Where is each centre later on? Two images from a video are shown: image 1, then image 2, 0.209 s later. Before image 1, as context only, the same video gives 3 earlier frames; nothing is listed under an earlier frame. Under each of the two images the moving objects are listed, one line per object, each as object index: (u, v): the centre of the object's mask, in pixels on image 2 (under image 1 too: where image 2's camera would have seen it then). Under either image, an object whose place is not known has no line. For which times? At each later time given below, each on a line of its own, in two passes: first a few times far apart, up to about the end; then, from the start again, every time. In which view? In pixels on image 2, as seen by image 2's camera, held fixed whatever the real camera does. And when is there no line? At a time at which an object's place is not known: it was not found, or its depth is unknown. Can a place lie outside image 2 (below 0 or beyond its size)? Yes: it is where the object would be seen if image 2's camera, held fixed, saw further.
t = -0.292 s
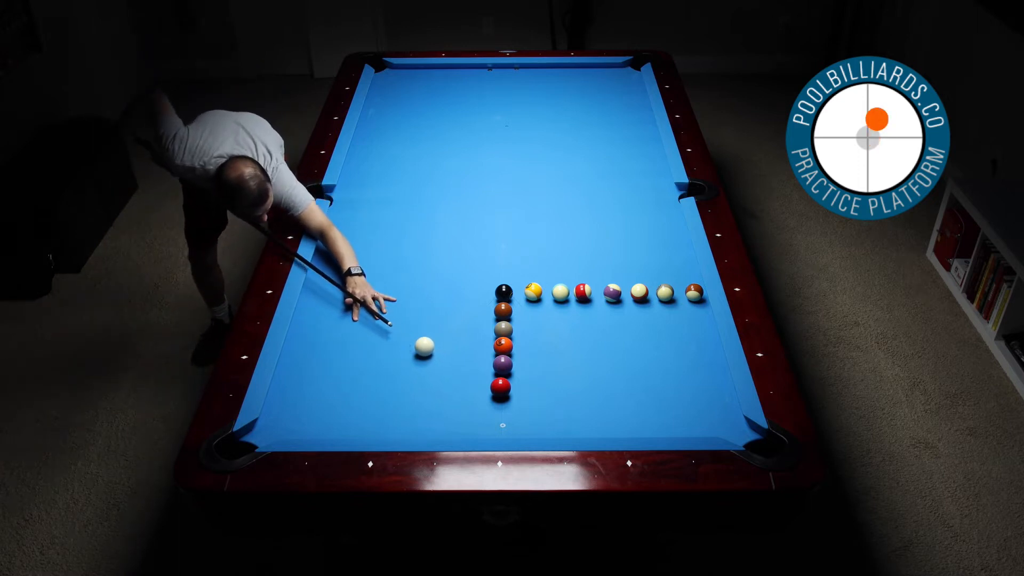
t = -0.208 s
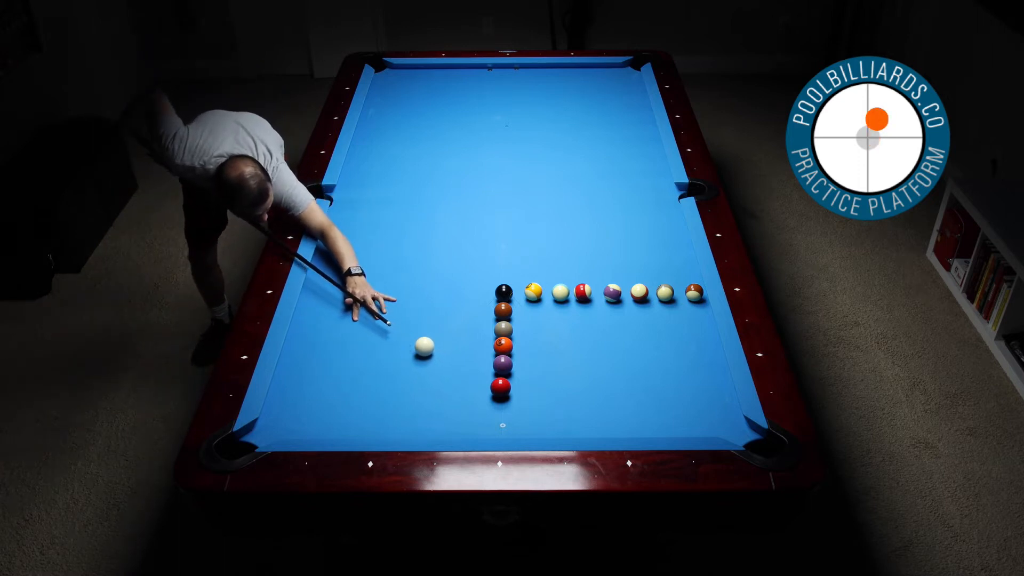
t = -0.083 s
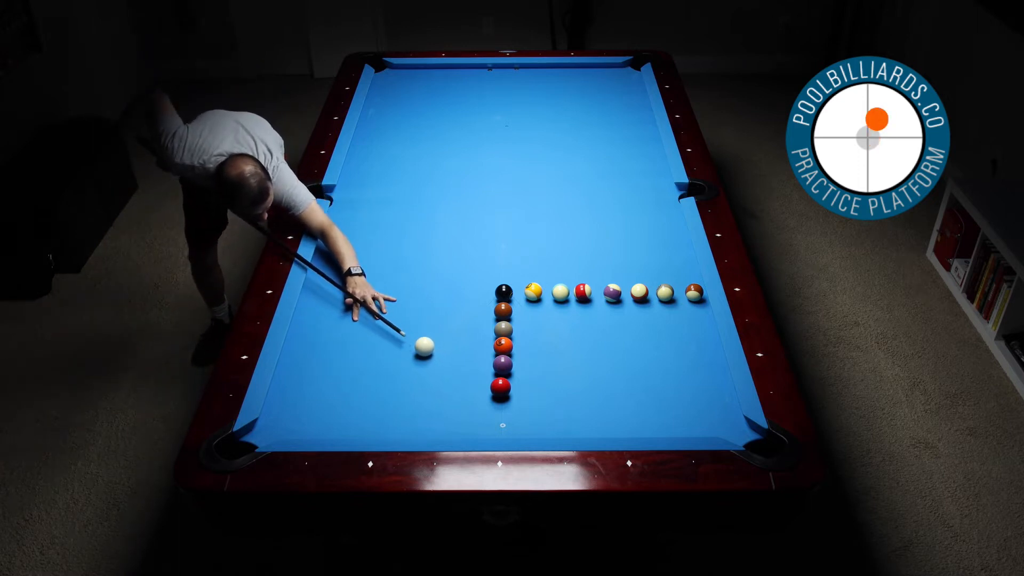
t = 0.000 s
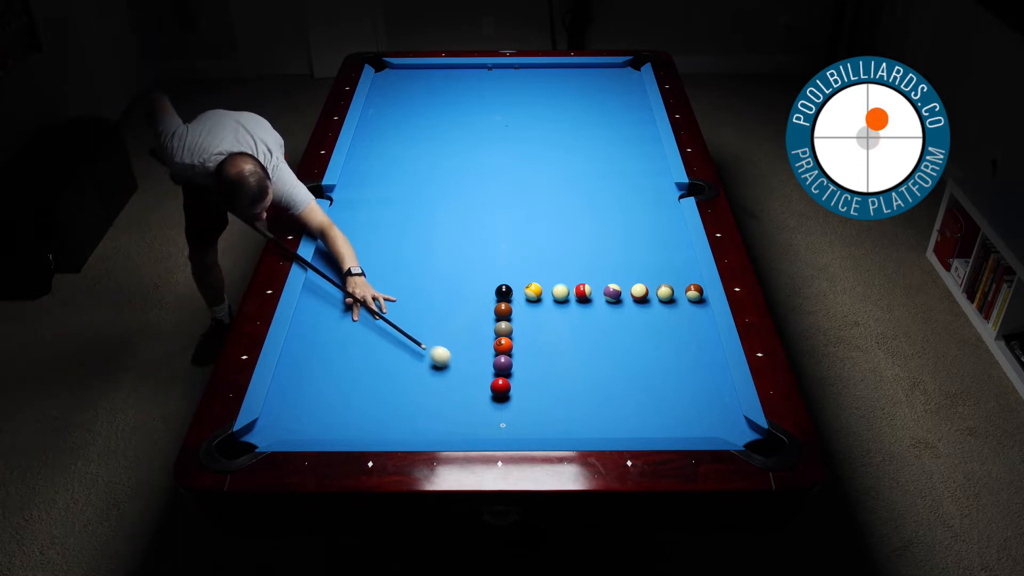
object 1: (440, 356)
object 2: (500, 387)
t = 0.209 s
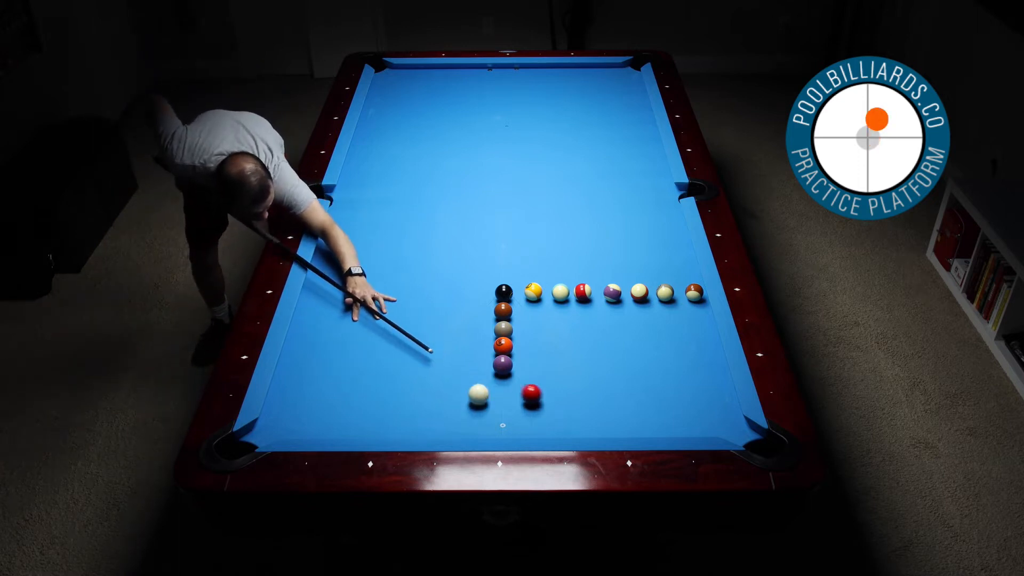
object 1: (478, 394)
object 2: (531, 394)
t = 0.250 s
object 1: (479, 400)
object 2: (543, 396)
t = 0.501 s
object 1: (481, 430)
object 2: (609, 410)
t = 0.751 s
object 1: (471, 414)
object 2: (676, 424)
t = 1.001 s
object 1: (461, 398)
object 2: (733, 426)
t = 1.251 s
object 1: (453, 383)
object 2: (740, 435)
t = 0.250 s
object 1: (479, 400)
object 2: (543, 396)
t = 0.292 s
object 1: (479, 406)
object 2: (554, 398)
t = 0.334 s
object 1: (480, 411)
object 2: (565, 401)
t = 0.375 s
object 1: (480, 417)
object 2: (576, 403)
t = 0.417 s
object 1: (481, 423)
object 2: (587, 405)
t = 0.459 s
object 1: (481, 428)
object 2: (598, 408)
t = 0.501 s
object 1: (481, 430)
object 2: (609, 410)
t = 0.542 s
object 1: (480, 428)
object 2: (621, 413)
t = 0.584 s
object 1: (478, 426)
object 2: (632, 415)
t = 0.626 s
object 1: (476, 422)
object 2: (642, 417)
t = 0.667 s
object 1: (474, 419)
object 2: (654, 419)
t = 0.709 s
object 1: (472, 416)
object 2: (665, 422)
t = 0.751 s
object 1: (471, 414)
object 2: (676, 424)
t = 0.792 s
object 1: (469, 411)
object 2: (686, 426)
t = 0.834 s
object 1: (467, 408)
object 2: (698, 427)
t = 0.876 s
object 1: (466, 405)
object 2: (708, 429)
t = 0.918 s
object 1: (464, 403)
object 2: (717, 428)
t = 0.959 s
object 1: (463, 400)
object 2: (725, 427)
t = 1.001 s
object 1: (461, 398)
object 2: (733, 426)
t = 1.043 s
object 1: (460, 395)
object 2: (741, 424)
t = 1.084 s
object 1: (459, 392)
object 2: (741, 427)
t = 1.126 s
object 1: (457, 390)
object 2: (740, 429)
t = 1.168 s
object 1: (456, 388)
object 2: (740, 432)
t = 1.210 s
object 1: (454, 385)
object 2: (740, 434)
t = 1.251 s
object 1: (453, 383)
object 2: (740, 435)
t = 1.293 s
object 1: (452, 381)
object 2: (740, 437)
